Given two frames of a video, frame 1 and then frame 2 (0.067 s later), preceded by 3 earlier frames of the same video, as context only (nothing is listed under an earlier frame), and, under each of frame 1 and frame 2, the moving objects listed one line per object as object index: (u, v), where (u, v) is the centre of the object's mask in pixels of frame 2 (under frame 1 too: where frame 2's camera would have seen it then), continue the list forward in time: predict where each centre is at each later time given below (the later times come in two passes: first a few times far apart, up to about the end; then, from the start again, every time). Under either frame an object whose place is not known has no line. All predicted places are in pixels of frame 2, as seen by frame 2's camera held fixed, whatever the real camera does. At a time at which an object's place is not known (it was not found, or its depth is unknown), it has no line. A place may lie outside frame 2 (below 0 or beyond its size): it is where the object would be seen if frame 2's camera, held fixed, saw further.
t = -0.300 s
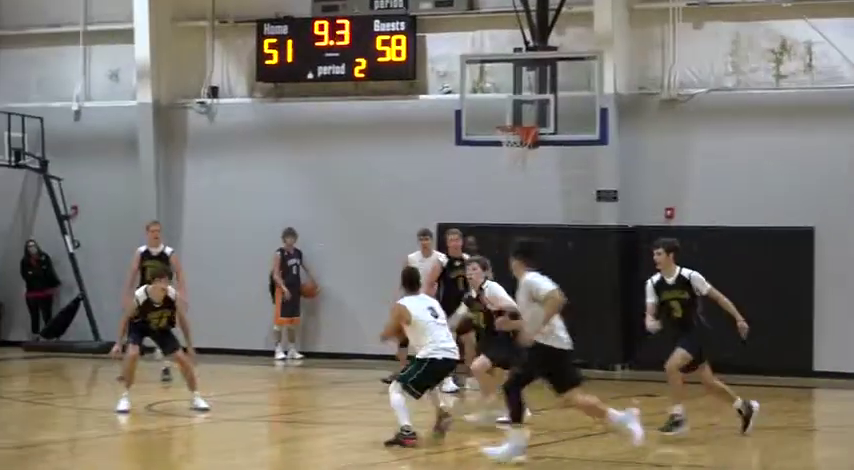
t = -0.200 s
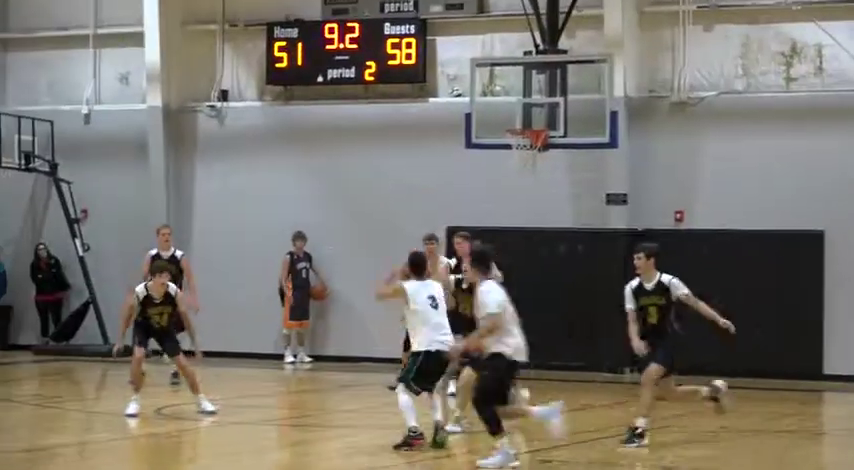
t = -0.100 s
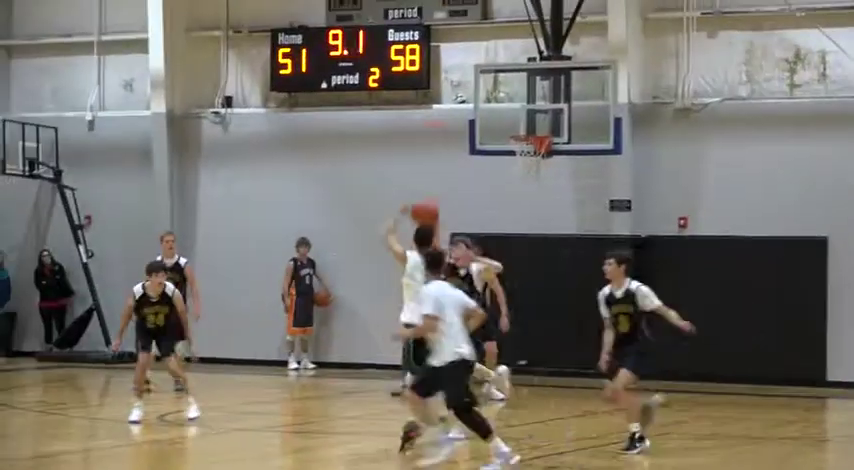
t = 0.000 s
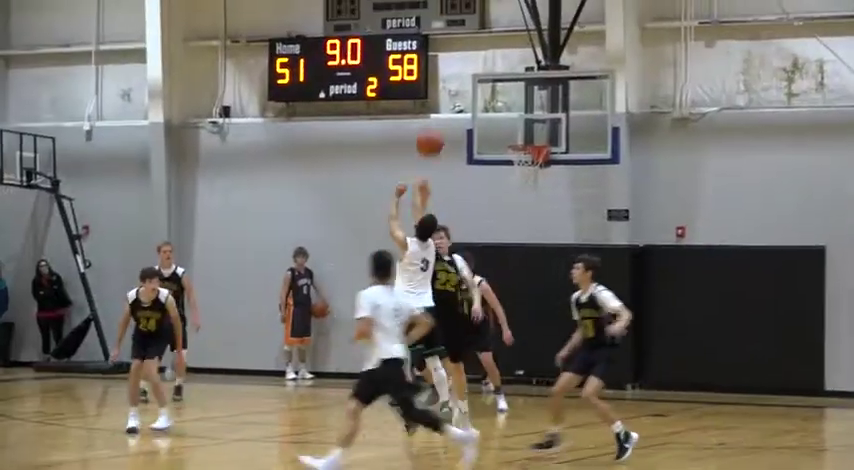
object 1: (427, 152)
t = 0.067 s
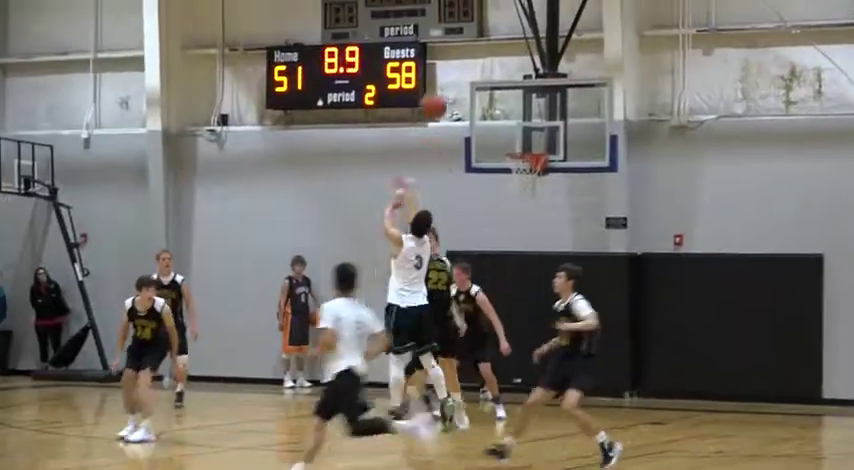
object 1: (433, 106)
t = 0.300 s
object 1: (452, -1)
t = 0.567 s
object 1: (466, -42)
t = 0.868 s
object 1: (481, -7)
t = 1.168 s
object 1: (493, 108)
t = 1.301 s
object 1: (496, 178)
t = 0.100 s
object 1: (435, 87)
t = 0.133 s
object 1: (438, 68)
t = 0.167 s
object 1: (439, 54)
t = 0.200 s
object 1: (443, 35)
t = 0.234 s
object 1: (445, 22)
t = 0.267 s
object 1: (447, 9)
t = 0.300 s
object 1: (452, -1)
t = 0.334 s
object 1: (453, -12)
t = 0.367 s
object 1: (454, -18)
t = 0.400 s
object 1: (454, -22)
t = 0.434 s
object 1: (459, -29)
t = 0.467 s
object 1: (460, -34)
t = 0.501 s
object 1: (462, -40)
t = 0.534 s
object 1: (464, -41)
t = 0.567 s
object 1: (466, -42)
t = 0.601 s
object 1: (468, -43)
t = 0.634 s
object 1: (469, -43)
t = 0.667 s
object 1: (470, -42)
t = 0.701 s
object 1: (472, -40)
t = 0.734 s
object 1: (474, -35)
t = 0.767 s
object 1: (476, -28)
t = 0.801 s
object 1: (477, -21)
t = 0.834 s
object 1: (479, -16)
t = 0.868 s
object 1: (481, -7)
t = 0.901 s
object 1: (481, 3)
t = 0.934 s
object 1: (483, 14)
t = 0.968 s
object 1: (484, 25)
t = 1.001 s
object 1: (485, 36)
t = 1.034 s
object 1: (487, 51)
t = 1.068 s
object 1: (488, 63)
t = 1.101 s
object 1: (489, 77)
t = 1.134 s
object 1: (491, 92)
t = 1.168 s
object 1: (493, 108)
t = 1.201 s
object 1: (494, 124)
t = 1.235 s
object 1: (494, 142)
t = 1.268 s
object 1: (495, 160)
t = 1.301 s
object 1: (496, 178)
